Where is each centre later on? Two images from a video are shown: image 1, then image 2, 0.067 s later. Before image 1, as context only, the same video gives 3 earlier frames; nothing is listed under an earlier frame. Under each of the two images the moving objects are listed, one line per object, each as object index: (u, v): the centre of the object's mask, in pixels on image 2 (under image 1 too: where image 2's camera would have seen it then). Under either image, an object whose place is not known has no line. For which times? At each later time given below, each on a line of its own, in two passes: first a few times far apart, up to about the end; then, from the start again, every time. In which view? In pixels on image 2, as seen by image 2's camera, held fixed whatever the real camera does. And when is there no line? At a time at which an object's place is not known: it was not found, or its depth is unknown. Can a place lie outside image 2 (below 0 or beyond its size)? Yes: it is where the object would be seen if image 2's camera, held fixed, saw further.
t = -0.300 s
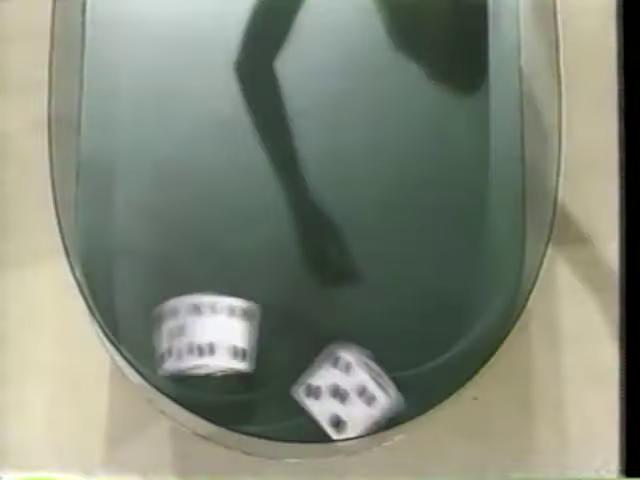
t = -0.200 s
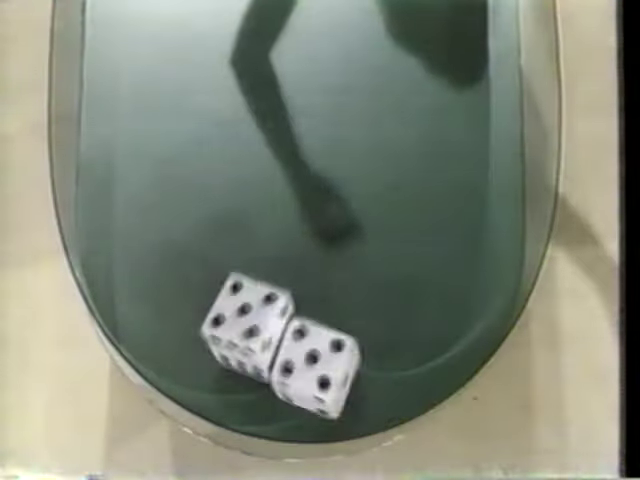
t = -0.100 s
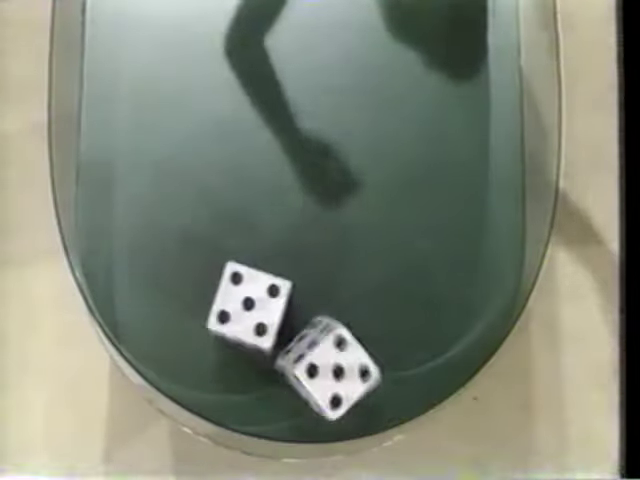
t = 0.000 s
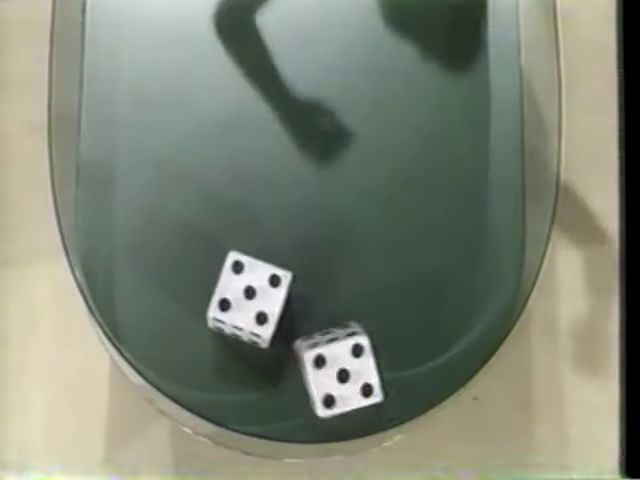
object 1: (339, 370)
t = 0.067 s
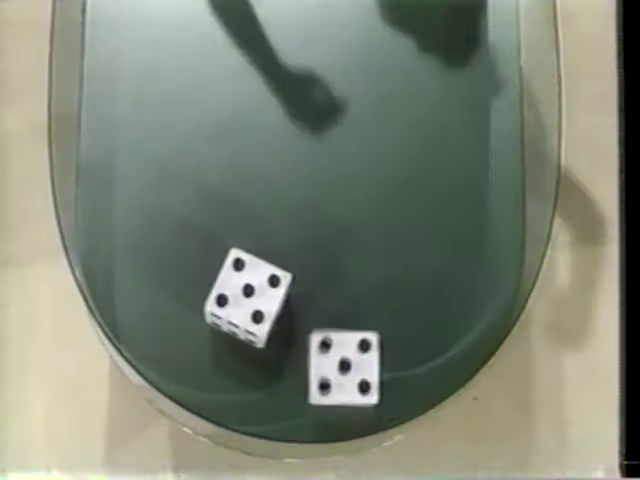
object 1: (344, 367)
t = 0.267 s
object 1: (347, 359)
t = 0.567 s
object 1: (347, 359)
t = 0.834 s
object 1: (347, 359)
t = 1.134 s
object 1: (347, 359)
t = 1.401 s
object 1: (347, 359)
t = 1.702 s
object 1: (347, 359)
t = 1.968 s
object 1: (347, 359)
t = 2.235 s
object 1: (347, 359)
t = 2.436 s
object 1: (347, 359)
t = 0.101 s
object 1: (346, 366)
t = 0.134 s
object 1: (347, 364)
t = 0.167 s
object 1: (348, 362)
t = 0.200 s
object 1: (348, 360)
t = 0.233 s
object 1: (347, 359)
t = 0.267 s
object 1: (347, 359)
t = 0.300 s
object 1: (347, 359)
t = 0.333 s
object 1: (347, 359)
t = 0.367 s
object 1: (347, 359)
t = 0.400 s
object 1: (347, 359)
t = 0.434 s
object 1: (347, 359)
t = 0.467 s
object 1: (347, 359)
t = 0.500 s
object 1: (347, 359)
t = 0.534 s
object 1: (347, 359)
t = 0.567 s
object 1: (347, 359)
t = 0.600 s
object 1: (347, 359)
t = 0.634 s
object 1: (347, 359)
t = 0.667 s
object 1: (347, 359)
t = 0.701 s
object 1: (347, 359)
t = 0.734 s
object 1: (347, 359)
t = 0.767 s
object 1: (347, 359)
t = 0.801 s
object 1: (347, 359)
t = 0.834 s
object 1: (347, 359)
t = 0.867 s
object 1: (347, 359)
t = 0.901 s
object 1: (347, 359)
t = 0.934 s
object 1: (347, 359)
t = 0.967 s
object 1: (347, 359)
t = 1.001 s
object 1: (347, 359)
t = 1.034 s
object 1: (347, 359)
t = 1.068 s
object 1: (347, 359)
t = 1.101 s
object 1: (347, 359)
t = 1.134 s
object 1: (347, 359)
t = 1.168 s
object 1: (347, 359)
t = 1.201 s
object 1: (347, 359)
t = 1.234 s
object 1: (347, 359)
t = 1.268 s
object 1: (347, 359)
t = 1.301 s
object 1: (347, 359)
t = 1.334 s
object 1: (347, 359)
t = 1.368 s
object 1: (347, 359)
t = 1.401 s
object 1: (347, 359)
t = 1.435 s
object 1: (347, 359)
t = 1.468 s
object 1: (347, 359)
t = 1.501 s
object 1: (347, 359)
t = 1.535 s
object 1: (347, 359)
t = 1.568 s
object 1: (347, 359)
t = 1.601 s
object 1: (347, 359)
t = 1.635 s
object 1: (347, 359)
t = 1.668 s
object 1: (347, 359)
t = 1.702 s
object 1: (347, 359)
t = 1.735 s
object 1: (347, 359)
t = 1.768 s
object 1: (347, 359)
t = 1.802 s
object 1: (347, 359)
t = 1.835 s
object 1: (347, 359)
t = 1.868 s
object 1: (347, 359)
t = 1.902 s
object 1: (347, 359)
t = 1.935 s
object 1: (347, 359)
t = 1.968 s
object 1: (347, 359)
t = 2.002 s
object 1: (347, 359)
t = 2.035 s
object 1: (347, 359)
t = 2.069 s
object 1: (347, 359)
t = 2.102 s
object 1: (347, 359)
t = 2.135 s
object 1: (347, 359)
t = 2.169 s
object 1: (346, 359)
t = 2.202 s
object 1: (347, 359)
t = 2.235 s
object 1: (347, 359)
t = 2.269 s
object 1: (347, 359)
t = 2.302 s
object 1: (347, 359)
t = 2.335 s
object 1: (347, 359)
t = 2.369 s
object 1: (347, 359)
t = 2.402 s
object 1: (347, 359)
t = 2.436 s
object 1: (347, 359)
